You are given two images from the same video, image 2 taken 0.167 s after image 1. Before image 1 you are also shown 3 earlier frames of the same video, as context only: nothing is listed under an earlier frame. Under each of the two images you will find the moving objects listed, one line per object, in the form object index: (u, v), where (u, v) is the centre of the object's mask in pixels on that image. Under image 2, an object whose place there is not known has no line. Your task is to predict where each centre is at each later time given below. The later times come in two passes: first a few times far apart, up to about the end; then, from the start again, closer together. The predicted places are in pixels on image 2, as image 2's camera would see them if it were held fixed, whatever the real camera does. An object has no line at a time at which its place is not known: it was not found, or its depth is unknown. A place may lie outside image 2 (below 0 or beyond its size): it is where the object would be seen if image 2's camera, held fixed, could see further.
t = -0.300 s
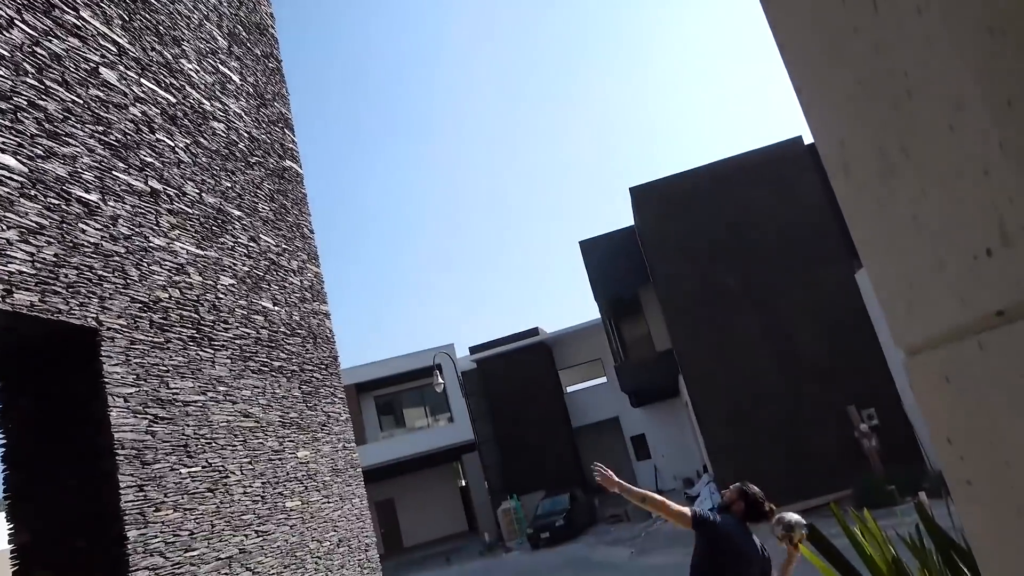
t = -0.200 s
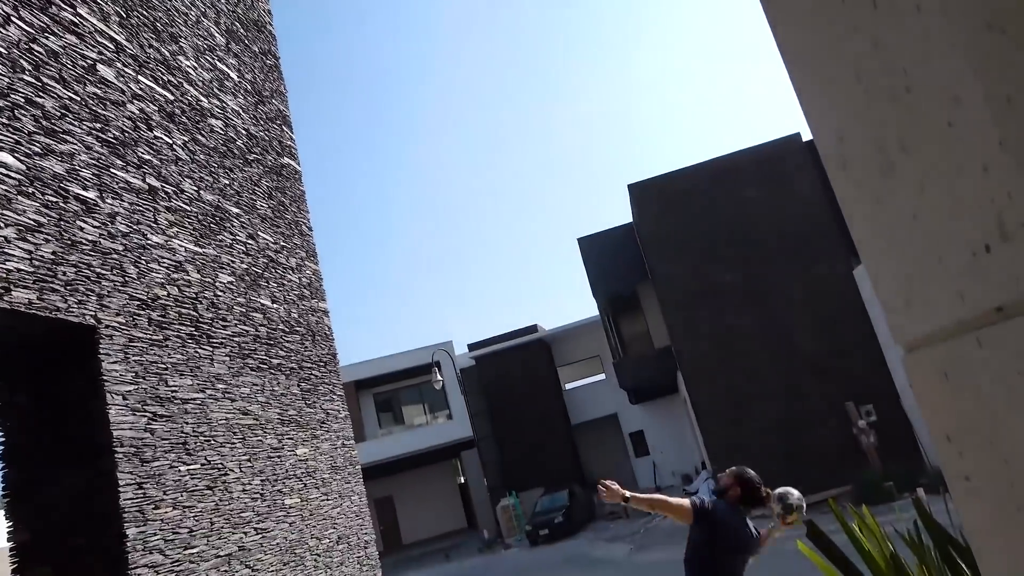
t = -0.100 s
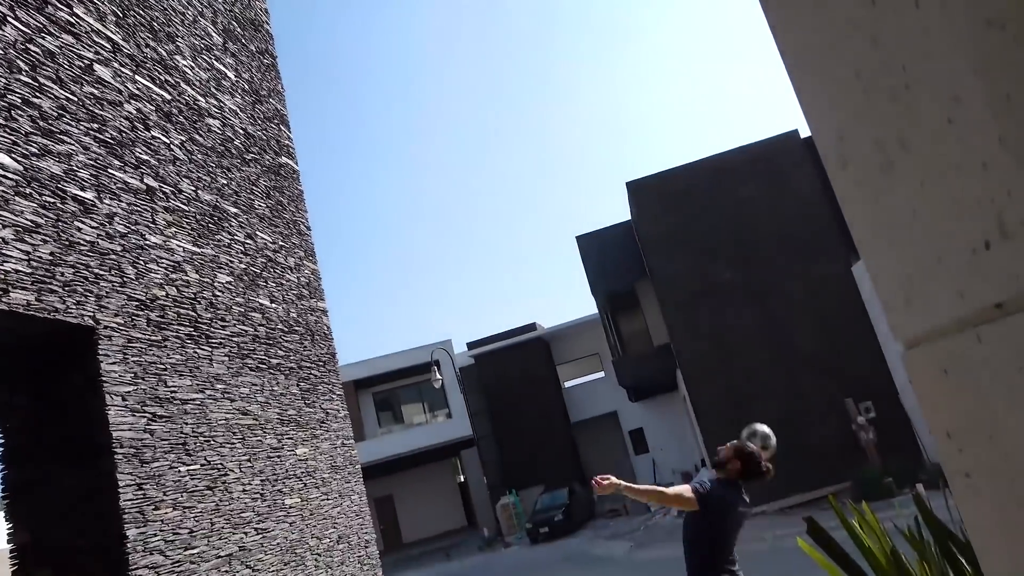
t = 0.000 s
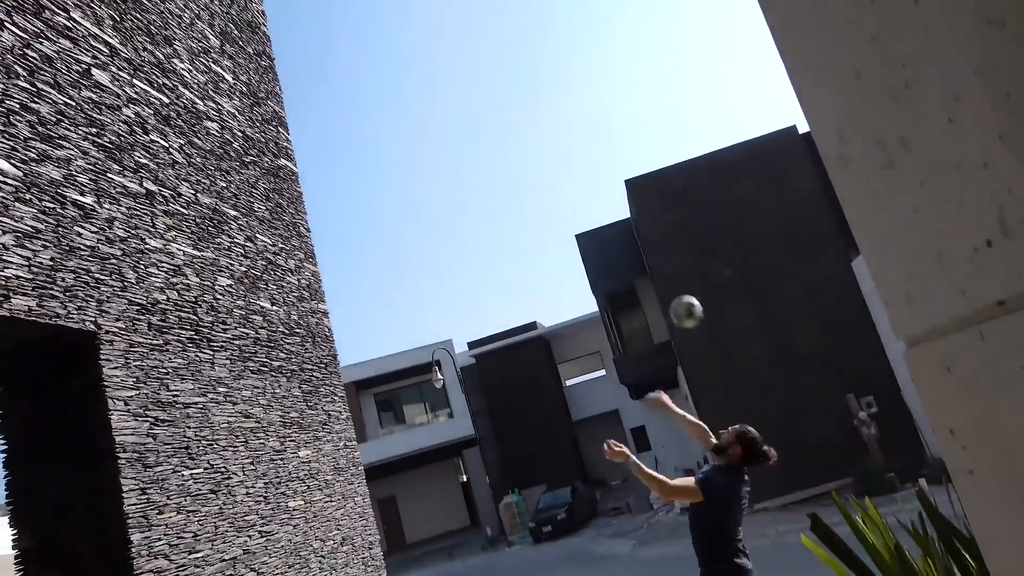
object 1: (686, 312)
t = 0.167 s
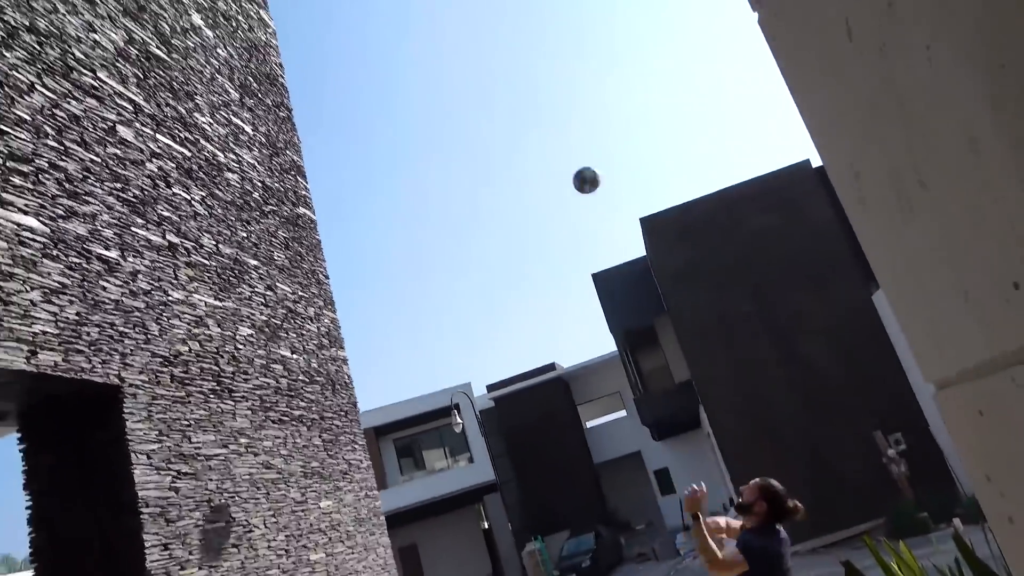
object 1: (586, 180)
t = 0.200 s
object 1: (567, 154)
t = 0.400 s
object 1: (469, 31)
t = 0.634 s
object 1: (388, -47)
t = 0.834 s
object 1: (336, -72)
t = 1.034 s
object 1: (296, -61)
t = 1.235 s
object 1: (274, -14)
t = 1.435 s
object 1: (326, 58)
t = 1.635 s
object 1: (388, 173)
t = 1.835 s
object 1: (465, 337)
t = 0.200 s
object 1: (567, 154)
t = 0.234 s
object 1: (549, 129)
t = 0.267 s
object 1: (532, 106)
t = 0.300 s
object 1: (514, 85)
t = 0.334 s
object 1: (497, 66)
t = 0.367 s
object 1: (482, 48)
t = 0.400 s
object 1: (469, 31)
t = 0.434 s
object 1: (455, 16)
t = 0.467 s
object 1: (443, 3)
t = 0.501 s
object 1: (431, -9)
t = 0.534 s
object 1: (419, -21)
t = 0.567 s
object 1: (408, -30)
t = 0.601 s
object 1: (398, -40)
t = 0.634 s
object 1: (388, -47)
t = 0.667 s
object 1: (379, -54)
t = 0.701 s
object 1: (369, -59)
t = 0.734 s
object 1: (360, -63)
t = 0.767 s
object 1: (351, -67)
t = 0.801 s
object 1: (343, -70)
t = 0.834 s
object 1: (336, -72)
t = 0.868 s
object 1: (328, -72)
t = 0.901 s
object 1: (321, -72)
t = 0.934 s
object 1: (314, -70)
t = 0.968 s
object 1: (307, -67)
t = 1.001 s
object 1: (301, -65)
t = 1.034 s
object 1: (296, -61)
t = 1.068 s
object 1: (290, -55)
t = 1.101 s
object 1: (285, -49)
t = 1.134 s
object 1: (280, -41)
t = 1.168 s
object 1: (275, -32)
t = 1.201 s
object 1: (270, -23)
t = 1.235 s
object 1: (274, -14)
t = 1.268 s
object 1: (282, -5)
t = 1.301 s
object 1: (291, 5)
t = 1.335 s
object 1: (299, 17)
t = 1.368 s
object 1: (308, 30)
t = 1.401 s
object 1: (317, 44)
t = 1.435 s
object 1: (326, 58)
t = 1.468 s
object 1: (335, 74)
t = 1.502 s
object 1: (345, 91)
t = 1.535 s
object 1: (356, 109)
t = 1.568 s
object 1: (366, 129)
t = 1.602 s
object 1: (377, 150)
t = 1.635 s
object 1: (388, 173)
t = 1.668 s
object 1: (400, 196)
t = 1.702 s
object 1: (412, 221)
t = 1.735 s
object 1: (424, 247)
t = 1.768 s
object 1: (438, 275)
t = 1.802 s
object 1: (451, 305)
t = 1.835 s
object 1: (465, 337)
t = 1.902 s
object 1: (494, 406)
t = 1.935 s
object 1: (509, 442)
